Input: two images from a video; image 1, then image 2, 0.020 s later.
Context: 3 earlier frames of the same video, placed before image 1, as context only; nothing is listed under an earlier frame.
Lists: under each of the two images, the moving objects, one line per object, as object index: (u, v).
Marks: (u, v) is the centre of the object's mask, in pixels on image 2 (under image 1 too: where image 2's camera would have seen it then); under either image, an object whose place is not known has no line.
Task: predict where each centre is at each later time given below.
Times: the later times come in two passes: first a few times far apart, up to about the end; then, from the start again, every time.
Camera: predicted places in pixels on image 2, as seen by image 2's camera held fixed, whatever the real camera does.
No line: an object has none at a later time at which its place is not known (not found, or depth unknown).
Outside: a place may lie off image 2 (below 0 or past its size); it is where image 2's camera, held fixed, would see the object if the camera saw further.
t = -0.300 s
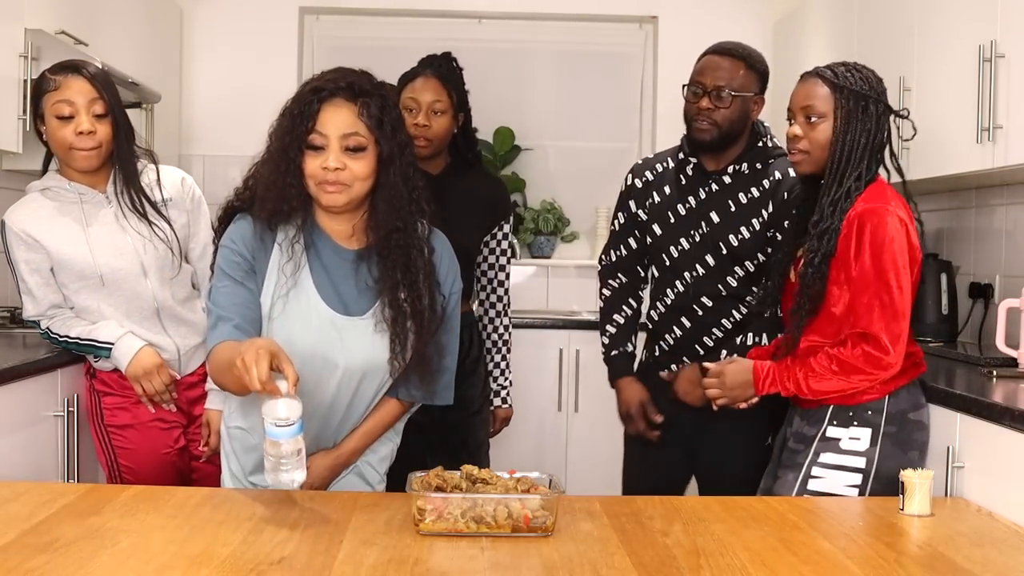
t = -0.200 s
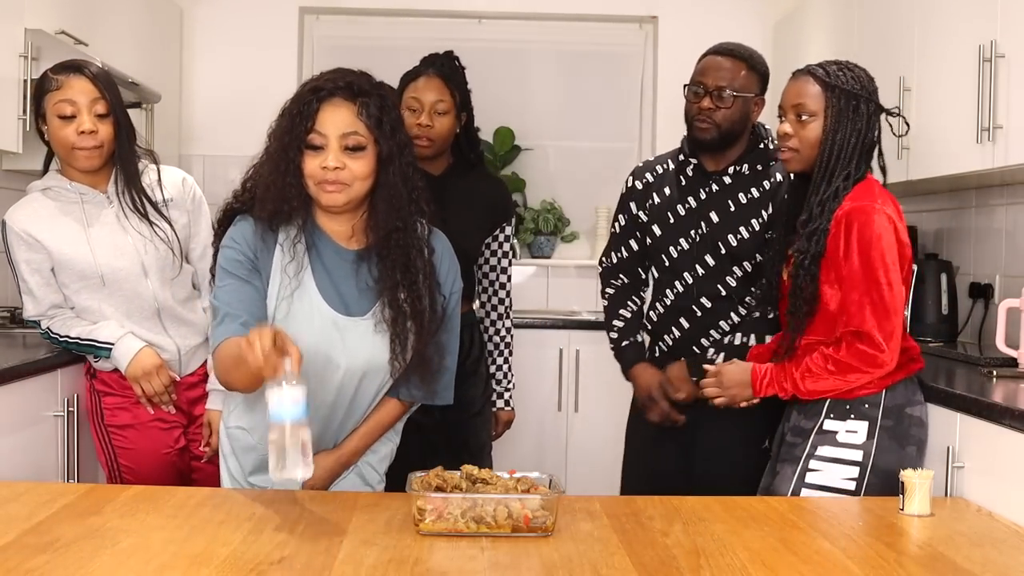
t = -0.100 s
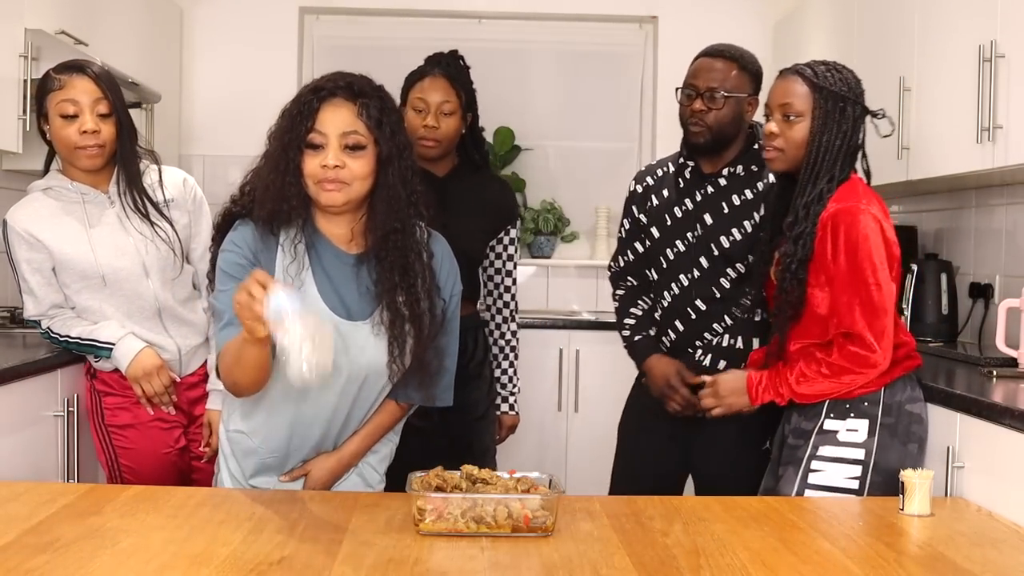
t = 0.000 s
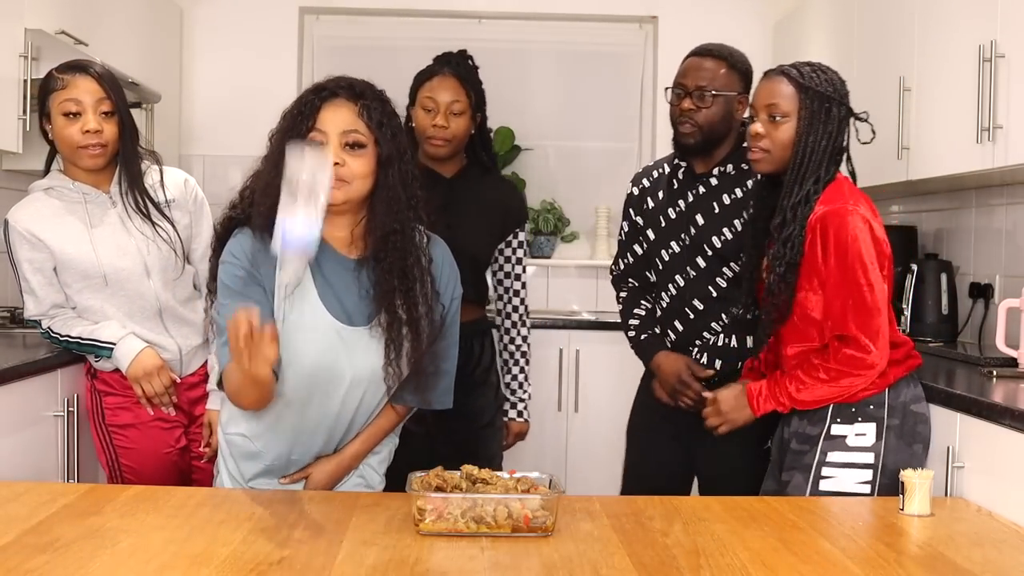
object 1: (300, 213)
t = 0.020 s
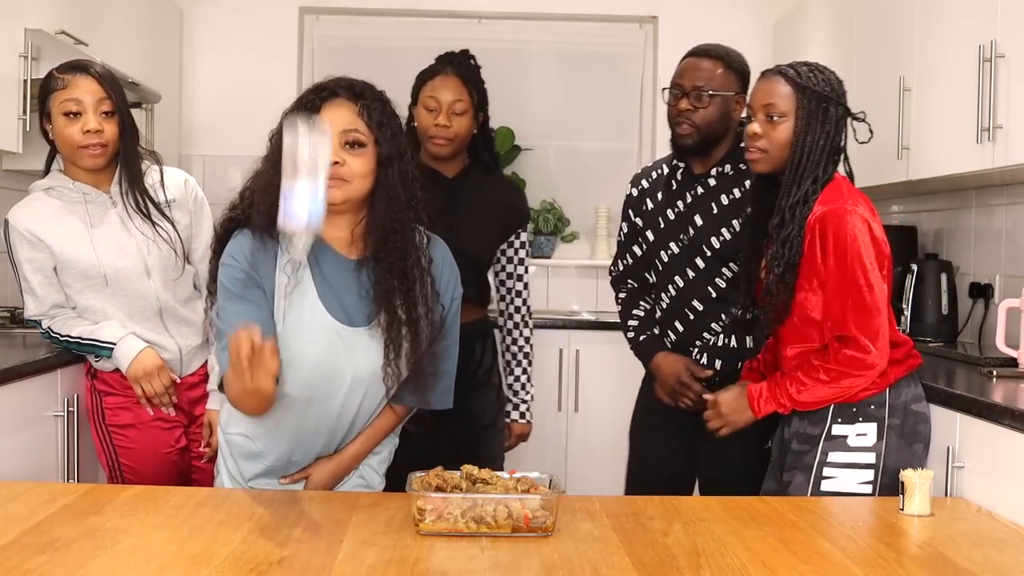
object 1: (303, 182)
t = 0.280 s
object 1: (292, 96)
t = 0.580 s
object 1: (270, 530)
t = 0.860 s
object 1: (254, 537)
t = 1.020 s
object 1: (241, 538)
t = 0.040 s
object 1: (306, 160)
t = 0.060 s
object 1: (306, 138)
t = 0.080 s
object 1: (305, 118)
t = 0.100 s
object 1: (304, 103)
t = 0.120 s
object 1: (303, 90)
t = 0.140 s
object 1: (302, 80)
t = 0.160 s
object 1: (301, 73)
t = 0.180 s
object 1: (299, 68)
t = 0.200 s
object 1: (298, 67)
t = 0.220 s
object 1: (296, 69)
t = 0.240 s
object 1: (295, 75)
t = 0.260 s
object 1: (294, 83)
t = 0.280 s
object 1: (292, 96)
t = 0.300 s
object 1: (290, 108)
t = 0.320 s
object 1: (289, 126)
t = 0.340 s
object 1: (288, 147)
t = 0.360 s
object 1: (285, 170)
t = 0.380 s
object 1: (284, 197)
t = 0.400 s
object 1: (282, 226)
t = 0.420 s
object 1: (280, 257)
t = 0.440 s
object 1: (279, 290)
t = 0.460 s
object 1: (276, 332)
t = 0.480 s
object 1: (276, 380)
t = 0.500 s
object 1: (275, 424)
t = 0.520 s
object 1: (274, 471)
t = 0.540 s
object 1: (275, 508)
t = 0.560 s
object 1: (272, 532)
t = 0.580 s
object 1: (270, 530)
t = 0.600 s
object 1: (270, 530)
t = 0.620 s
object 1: (270, 528)
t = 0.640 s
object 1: (270, 529)
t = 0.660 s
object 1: (269, 531)
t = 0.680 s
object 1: (267, 535)
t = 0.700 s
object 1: (265, 536)
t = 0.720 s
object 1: (262, 536)
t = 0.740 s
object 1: (259, 536)
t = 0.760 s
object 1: (258, 537)
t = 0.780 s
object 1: (257, 537)
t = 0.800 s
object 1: (256, 537)
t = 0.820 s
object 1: (255, 537)
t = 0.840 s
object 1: (254, 537)
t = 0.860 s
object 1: (254, 537)
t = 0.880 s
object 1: (252, 537)
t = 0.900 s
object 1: (251, 537)
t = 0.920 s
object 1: (250, 537)
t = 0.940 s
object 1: (248, 537)
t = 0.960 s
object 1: (247, 537)
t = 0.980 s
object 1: (245, 537)
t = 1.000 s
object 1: (243, 538)
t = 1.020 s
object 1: (241, 538)
